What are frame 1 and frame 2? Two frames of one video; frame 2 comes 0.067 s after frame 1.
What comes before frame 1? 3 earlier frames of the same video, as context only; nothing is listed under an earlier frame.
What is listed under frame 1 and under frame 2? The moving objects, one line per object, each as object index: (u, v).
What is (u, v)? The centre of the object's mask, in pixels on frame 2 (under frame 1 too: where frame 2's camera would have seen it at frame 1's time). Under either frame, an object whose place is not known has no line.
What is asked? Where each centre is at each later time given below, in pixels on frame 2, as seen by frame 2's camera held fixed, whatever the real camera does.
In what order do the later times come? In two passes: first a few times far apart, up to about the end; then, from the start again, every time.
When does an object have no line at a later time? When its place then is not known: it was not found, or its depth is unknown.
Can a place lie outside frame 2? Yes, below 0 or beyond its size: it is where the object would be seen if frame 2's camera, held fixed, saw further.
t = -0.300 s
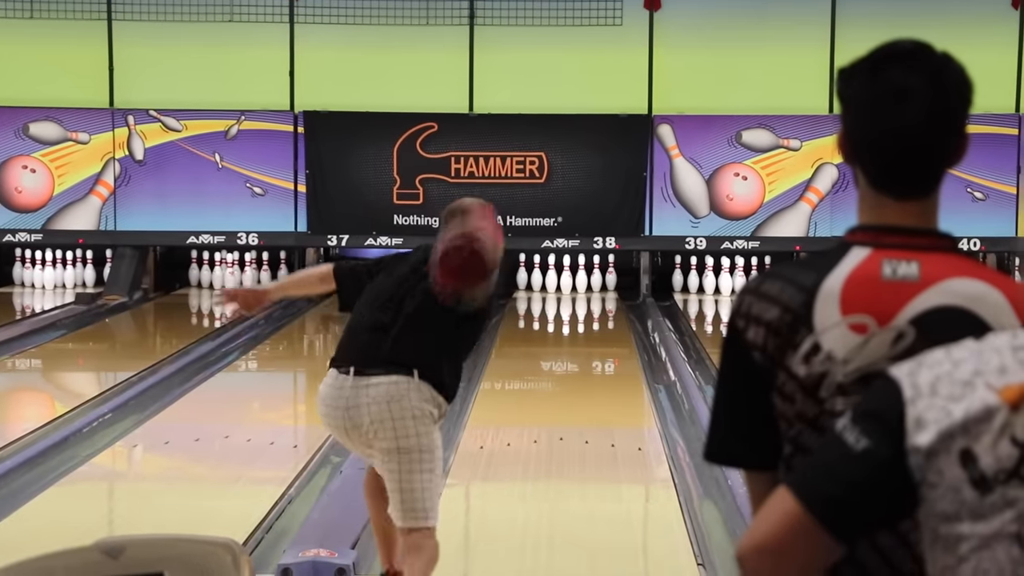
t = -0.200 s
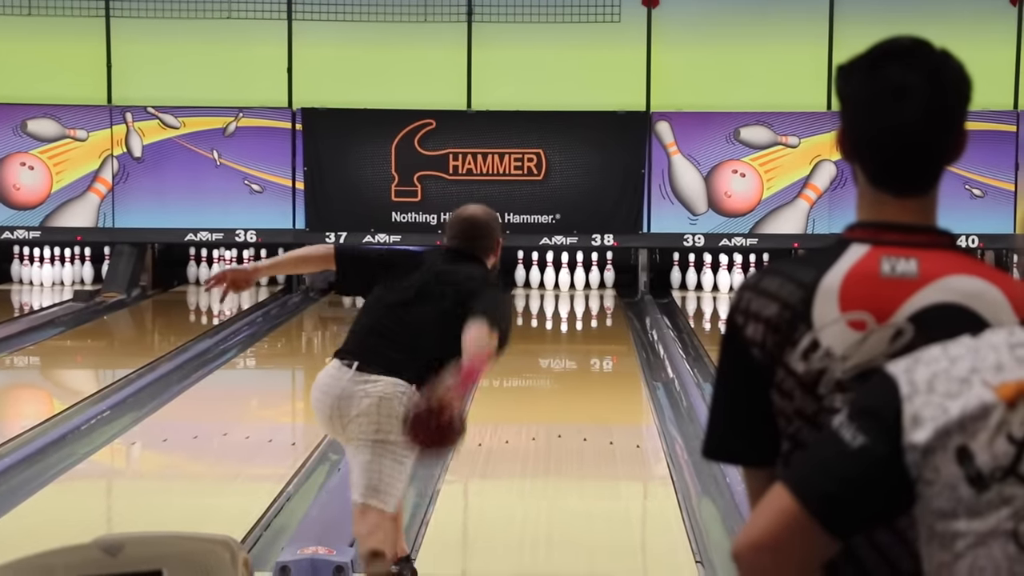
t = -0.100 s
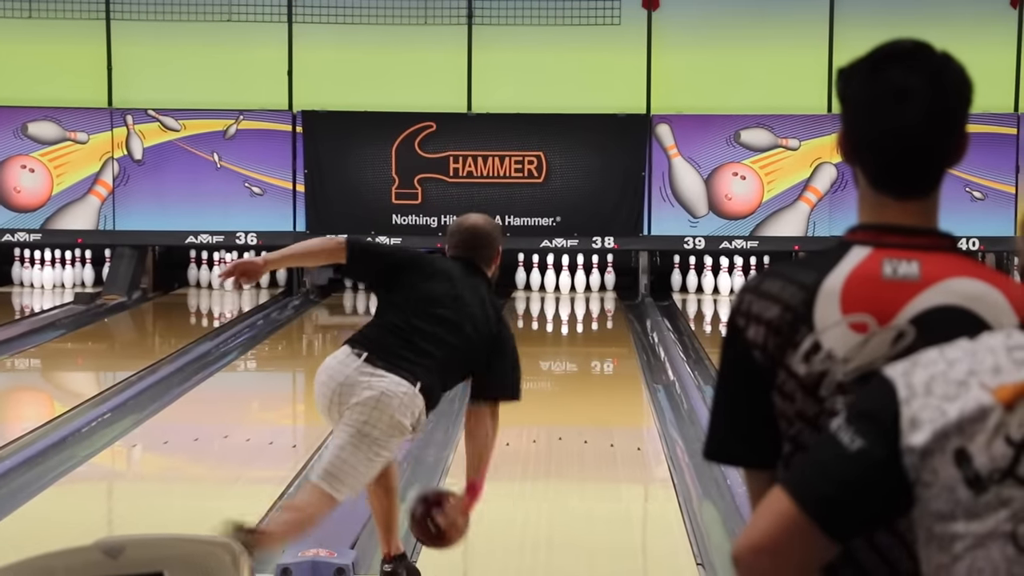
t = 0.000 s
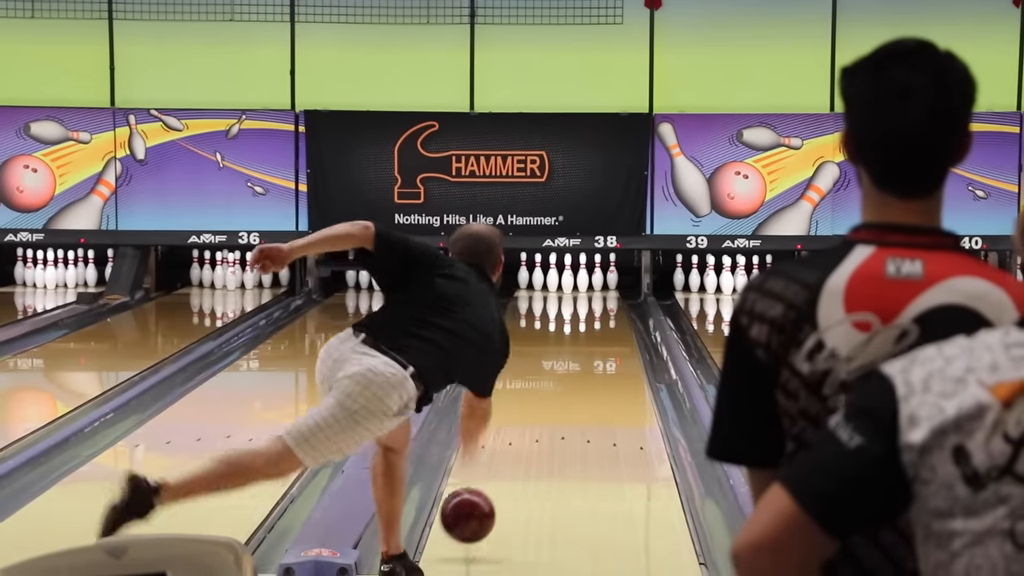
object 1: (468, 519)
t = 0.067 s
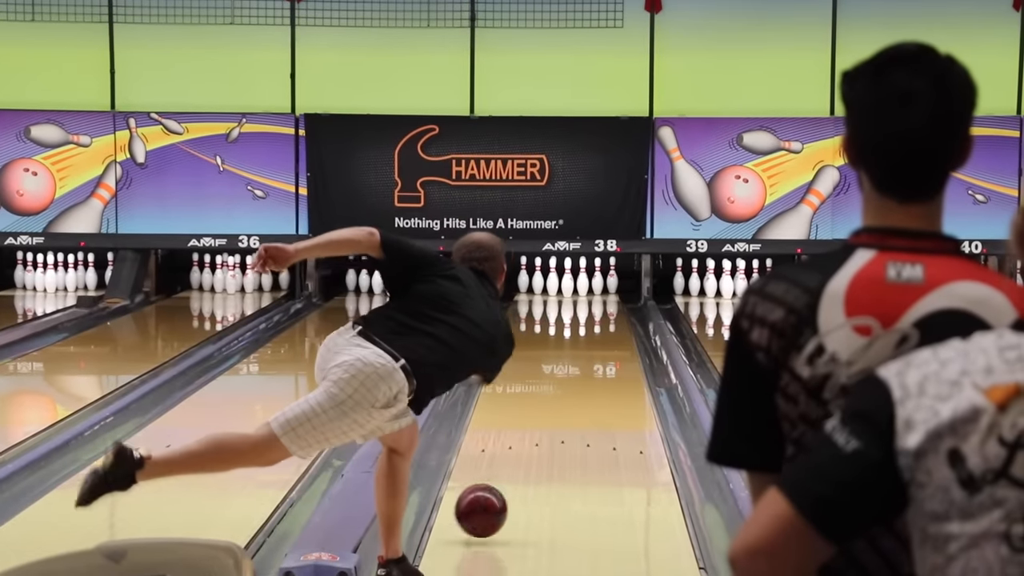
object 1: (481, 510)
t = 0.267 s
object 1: (514, 465)
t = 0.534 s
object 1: (545, 419)
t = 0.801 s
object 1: (568, 382)
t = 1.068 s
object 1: (584, 355)
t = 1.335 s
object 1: (595, 333)
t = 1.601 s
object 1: (602, 316)
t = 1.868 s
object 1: (597, 302)
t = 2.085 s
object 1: (586, 292)
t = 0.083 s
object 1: (484, 510)
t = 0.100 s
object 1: (487, 506)
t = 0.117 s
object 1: (490, 501)
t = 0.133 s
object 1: (493, 496)
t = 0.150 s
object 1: (496, 493)
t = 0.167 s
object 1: (499, 489)
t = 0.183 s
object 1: (501, 485)
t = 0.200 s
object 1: (504, 480)
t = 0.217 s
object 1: (507, 476)
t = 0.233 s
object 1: (509, 473)
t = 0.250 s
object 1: (512, 469)
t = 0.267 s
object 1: (514, 465)
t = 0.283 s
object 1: (516, 462)
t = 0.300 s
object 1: (519, 458)
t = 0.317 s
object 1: (521, 455)
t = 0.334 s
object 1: (523, 451)
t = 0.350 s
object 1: (525, 448)
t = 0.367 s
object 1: (527, 445)
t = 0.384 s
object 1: (529, 442)
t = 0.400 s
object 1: (531, 439)
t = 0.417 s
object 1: (533, 436)
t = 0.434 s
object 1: (535, 434)
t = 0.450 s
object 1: (537, 431)
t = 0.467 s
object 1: (539, 428)
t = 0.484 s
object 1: (540, 425)
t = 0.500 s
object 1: (542, 423)
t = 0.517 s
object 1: (544, 420)
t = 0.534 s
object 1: (545, 419)
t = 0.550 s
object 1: (547, 418)
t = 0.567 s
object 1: (550, 418)
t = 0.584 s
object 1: (557, 413)
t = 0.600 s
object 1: (559, 408)
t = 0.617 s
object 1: (558, 406)
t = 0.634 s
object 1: (558, 404)
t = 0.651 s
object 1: (558, 401)
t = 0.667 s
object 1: (558, 399)
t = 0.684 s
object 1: (559, 396)
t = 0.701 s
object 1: (560, 394)
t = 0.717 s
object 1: (562, 392)
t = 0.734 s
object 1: (563, 390)
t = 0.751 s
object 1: (564, 388)
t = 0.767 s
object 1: (566, 386)
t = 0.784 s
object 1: (567, 384)
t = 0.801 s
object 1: (568, 382)
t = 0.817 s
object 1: (569, 380)
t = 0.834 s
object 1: (570, 378)
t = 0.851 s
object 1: (571, 376)
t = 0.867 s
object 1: (573, 374)
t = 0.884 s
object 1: (574, 373)
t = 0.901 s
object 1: (575, 371)
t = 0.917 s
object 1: (576, 369)
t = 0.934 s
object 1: (577, 367)
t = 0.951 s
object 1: (578, 366)
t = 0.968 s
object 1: (579, 364)
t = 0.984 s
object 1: (580, 363)
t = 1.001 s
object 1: (581, 361)
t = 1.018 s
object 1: (581, 359)
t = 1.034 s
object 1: (583, 358)
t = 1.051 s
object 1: (583, 356)
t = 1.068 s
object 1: (584, 355)
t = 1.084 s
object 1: (585, 353)
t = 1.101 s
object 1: (586, 352)
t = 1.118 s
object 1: (587, 351)
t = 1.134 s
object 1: (588, 349)
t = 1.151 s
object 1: (588, 348)
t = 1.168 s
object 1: (589, 347)
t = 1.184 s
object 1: (590, 345)
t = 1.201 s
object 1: (590, 343)
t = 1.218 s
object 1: (591, 342)
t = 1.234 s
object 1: (592, 341)
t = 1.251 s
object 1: (593, 339)
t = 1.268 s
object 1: (593, 338)
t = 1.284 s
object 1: (594, 337)
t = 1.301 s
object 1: (594, 335)
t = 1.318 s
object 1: (595, 335)
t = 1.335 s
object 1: (595, 333)
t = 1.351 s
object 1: (596, 332)
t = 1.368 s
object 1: (596, 331)
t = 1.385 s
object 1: (597, 329)
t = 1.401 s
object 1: (598, 328)
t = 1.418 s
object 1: (598, 327)
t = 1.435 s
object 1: (599, 326)
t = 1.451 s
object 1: (599, 325)
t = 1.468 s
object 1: (599, 324)
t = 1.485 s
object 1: (600, 323)
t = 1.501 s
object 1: (600, 322)
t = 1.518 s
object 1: (600, 321)
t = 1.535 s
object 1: (601, 320)
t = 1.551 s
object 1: (601, 318)
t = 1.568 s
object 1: (601, 318)
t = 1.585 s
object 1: (601, 316)
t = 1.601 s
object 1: (602, 316)
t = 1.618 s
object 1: (602, 315)
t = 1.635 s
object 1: (602, 314)
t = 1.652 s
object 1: (602, 313)
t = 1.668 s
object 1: (602, 312)
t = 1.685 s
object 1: (602, 311)
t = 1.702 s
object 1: (601, 310)
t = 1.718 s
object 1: (601, 309)
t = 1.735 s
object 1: (601, 308)
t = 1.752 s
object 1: (601, 307)
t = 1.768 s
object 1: (600, 307)
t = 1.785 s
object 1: (599, 306)
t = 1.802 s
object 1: (599, 305)
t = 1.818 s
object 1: (599, 304)
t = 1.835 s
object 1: (598, 304)
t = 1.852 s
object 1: (598, 303)
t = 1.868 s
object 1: (597, 302)
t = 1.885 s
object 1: (597, 301)
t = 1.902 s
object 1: (596, 300)
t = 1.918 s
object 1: (595, 299)
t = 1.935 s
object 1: (595, 298)
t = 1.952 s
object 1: (594, 298)
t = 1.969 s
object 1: (593, 297)
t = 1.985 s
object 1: (592, 296)
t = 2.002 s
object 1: (591, 295)
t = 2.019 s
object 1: (590, 295)
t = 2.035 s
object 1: (590, 294)
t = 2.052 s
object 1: (588, 293)
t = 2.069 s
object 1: (587, 293)
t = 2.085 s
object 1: (586, 292)
